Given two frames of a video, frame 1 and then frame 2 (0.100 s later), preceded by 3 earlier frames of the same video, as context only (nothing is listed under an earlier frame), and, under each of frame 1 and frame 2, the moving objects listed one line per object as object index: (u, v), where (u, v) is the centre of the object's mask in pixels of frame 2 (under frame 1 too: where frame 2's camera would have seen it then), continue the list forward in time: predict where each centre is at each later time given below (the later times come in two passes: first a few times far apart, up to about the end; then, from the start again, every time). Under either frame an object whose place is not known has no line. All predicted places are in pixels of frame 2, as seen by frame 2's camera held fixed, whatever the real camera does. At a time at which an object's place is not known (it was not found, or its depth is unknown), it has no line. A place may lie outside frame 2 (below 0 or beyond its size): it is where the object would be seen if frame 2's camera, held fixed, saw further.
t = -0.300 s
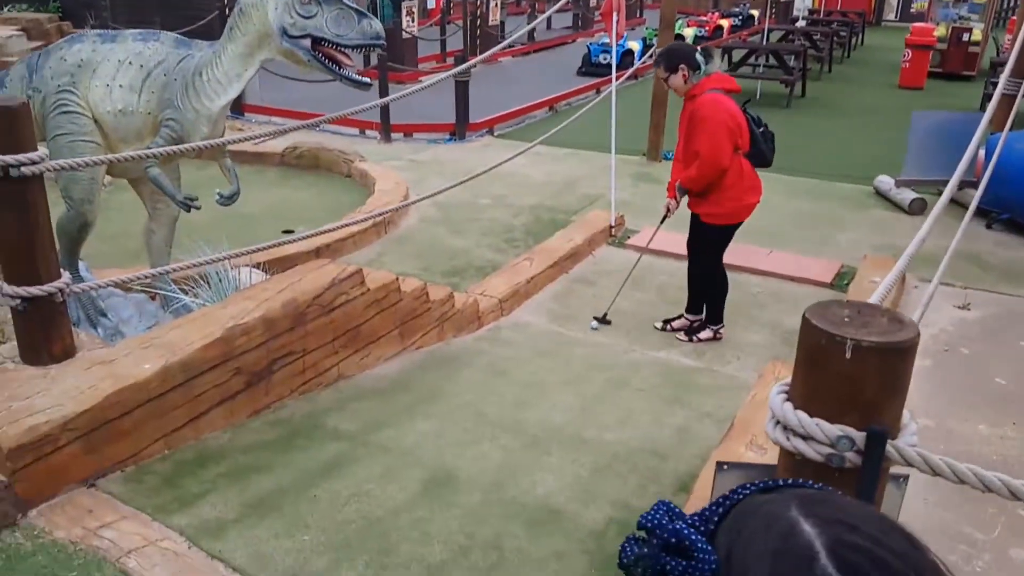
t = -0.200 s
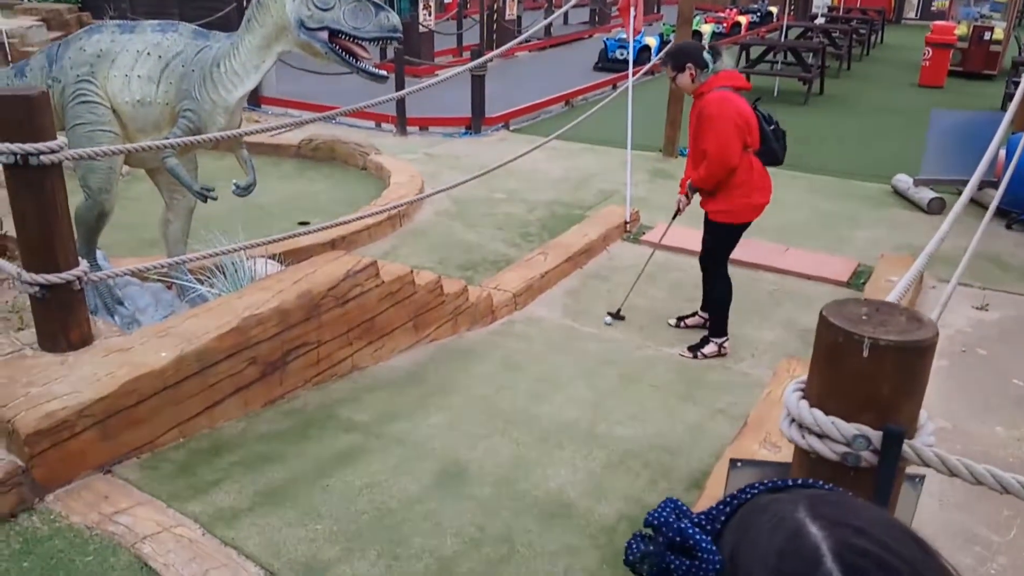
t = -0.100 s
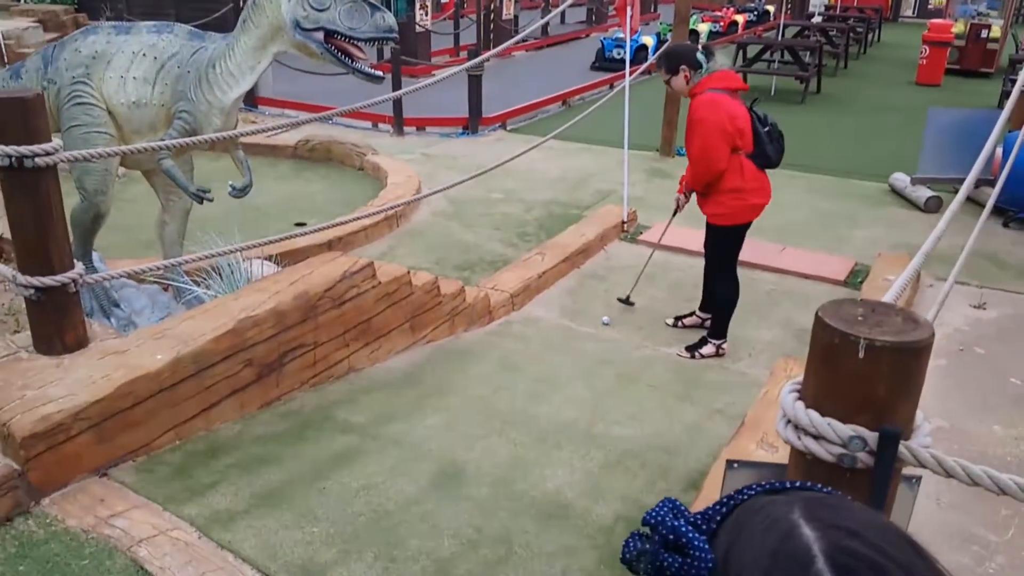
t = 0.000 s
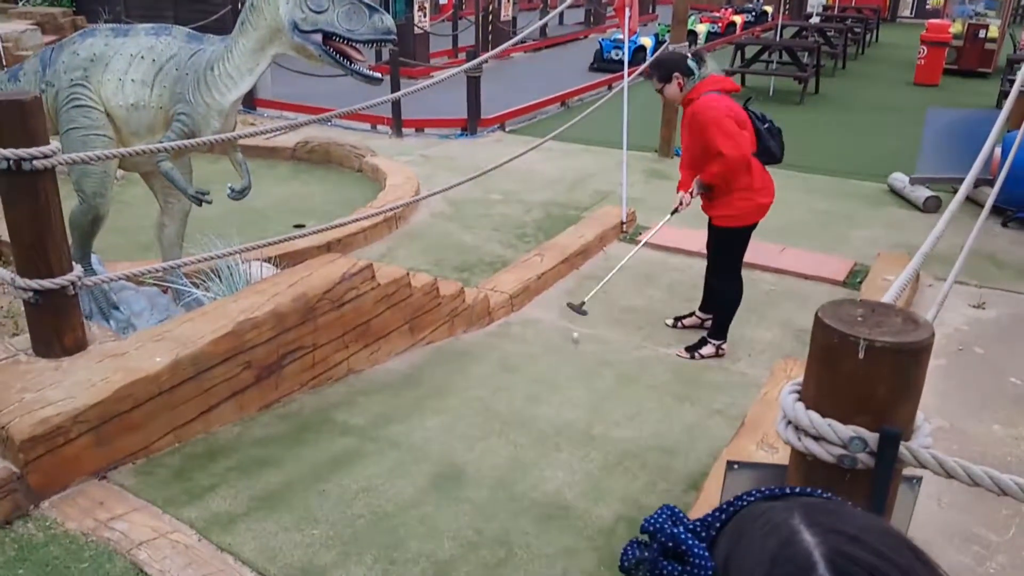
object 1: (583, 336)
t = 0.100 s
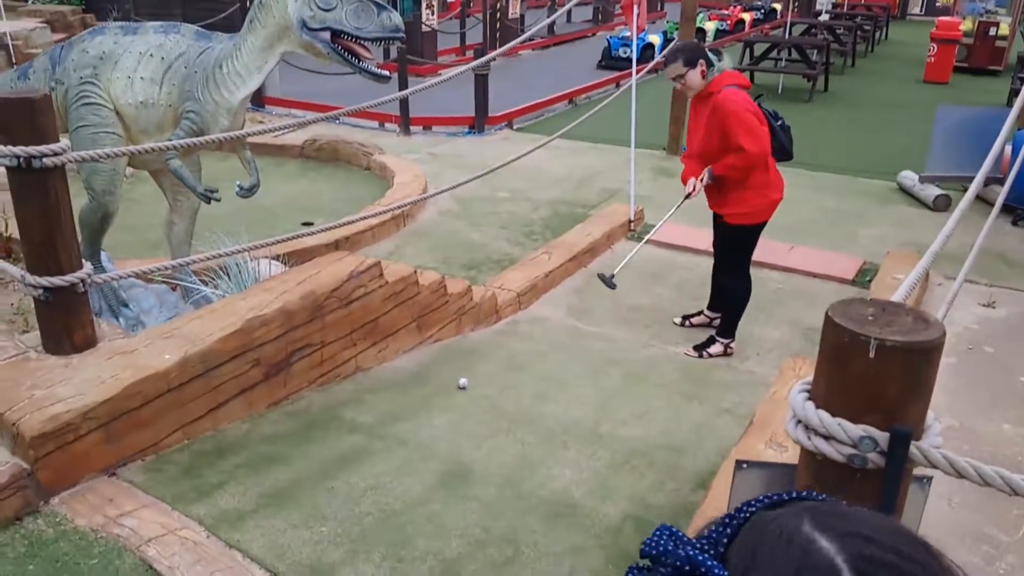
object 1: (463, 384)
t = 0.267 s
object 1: (227, 476)
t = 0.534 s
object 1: (87, 582)
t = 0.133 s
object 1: (417, 401)
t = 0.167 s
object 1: (370, 420)
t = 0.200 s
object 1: (321, 440)
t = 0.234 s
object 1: (273, 458)
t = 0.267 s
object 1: (227, 476)
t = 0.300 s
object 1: (185, 496)
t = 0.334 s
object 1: (157, 503)
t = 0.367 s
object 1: (140, 520)
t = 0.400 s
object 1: (132, 533)
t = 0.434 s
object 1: (121, 548)
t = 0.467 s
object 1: (106, 563)
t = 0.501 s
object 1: (97, 572)
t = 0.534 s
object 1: (87, 582)
